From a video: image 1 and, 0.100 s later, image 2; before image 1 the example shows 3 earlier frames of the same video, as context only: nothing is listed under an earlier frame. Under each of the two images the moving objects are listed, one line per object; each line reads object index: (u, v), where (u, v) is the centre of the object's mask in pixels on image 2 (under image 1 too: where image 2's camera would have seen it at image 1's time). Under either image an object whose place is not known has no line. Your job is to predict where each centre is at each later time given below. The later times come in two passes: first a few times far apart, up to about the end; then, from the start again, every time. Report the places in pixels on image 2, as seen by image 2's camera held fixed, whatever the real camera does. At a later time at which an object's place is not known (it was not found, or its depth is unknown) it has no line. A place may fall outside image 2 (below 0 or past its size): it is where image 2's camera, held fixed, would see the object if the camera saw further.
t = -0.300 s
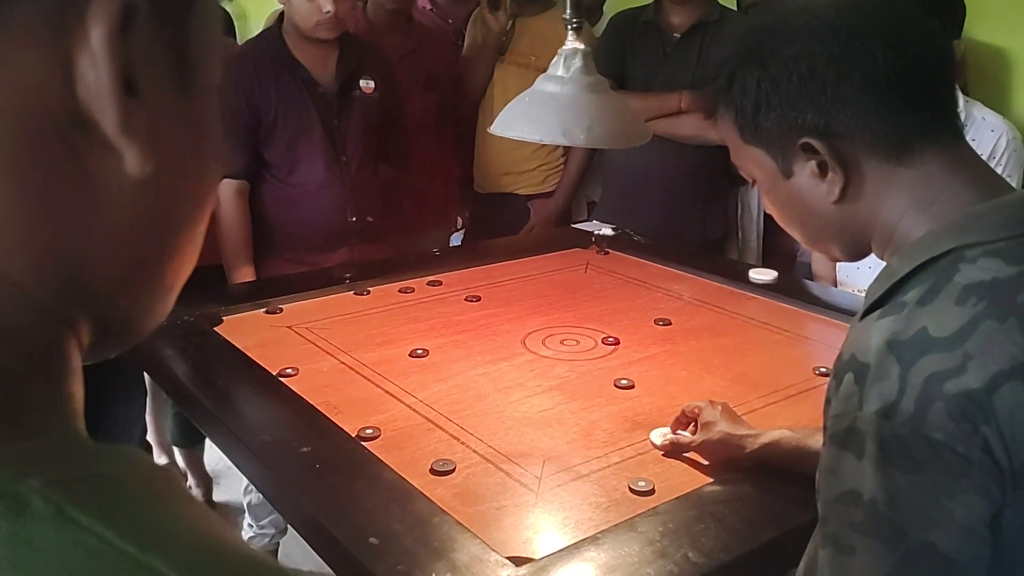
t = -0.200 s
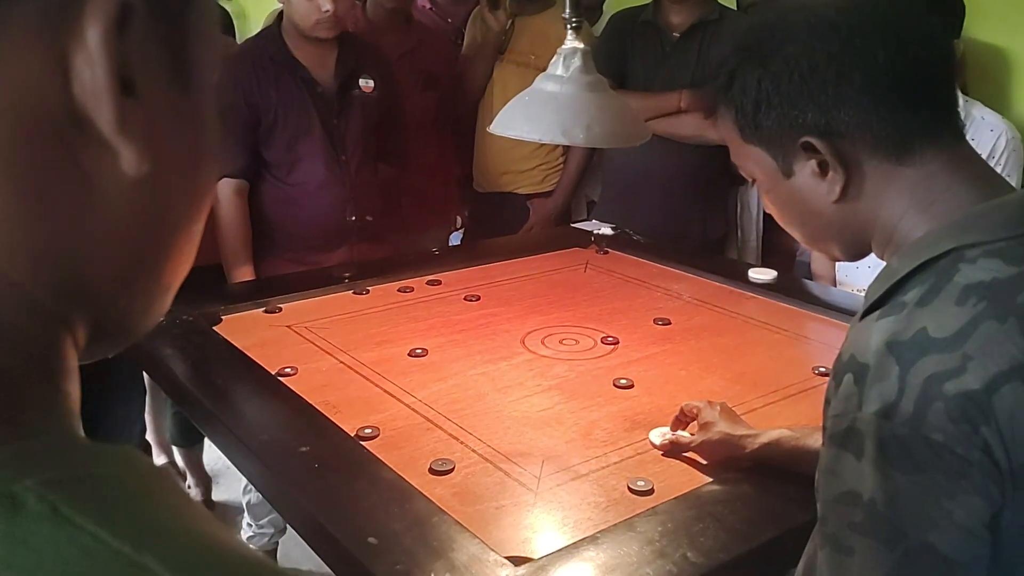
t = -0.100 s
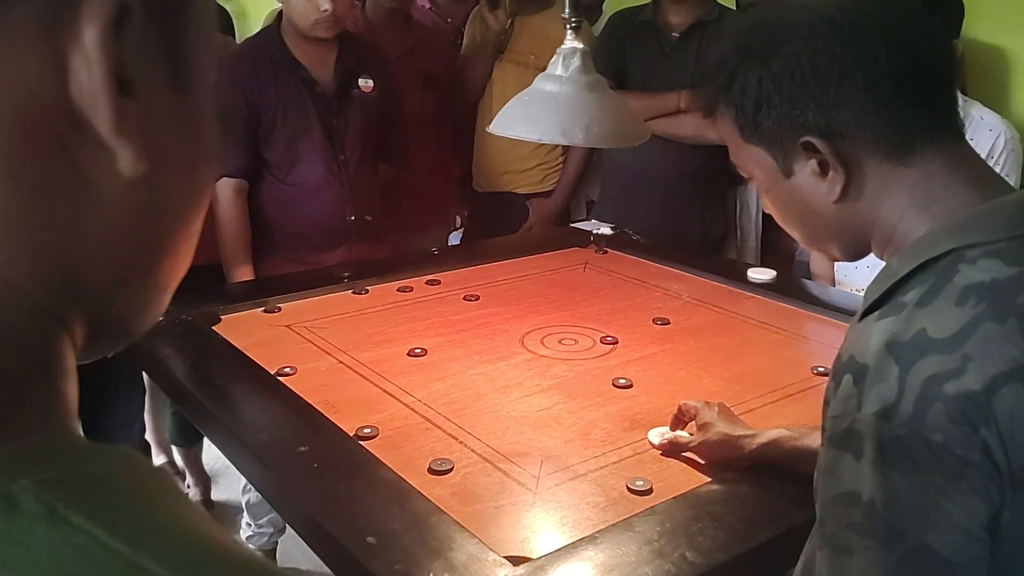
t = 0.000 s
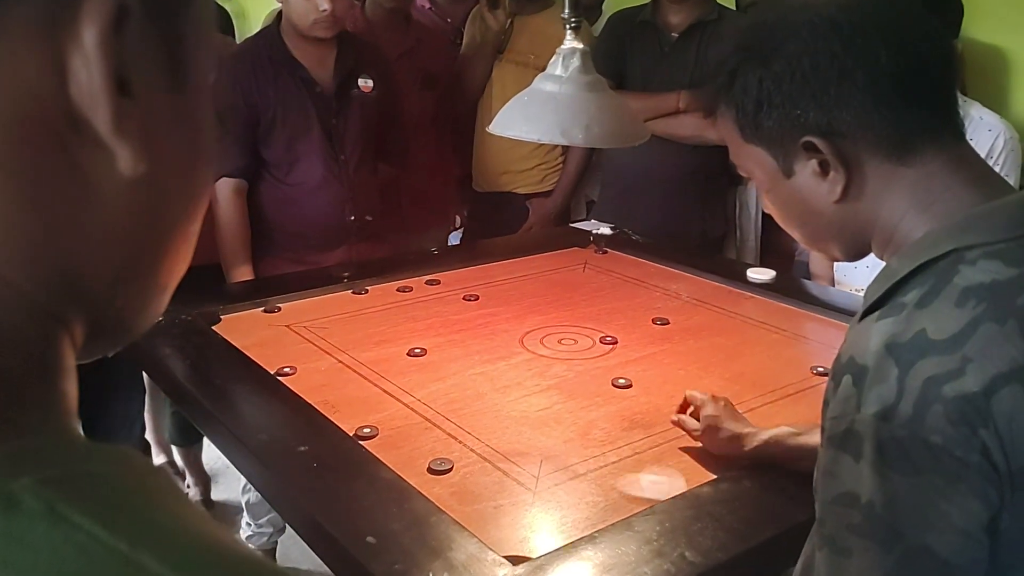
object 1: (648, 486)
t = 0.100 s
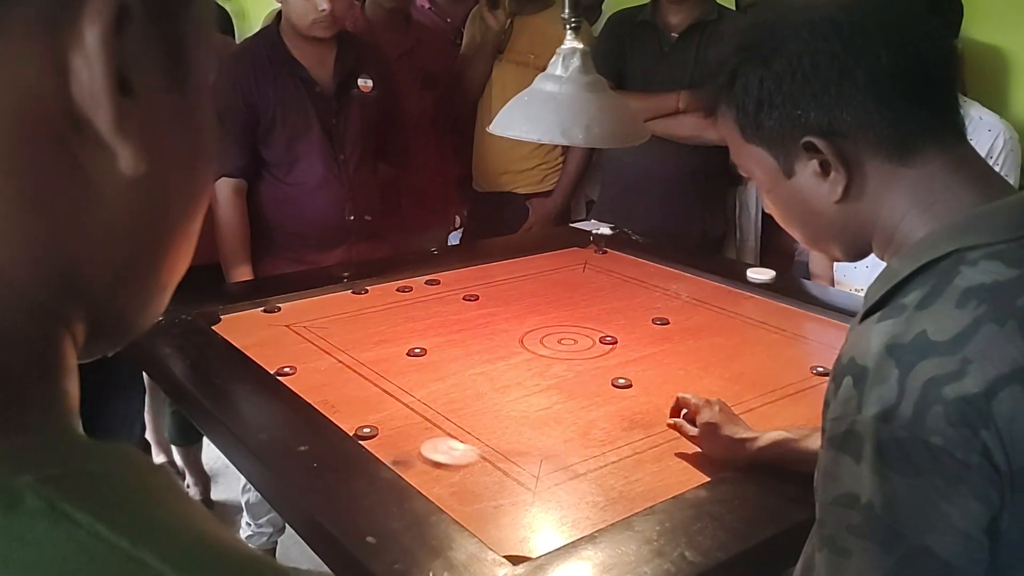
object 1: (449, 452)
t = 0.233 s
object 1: (451, 396)
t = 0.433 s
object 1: (482, 338)
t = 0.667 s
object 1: (508, 294)
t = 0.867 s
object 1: (526, 270)
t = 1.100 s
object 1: (556, 258)
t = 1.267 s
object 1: (575, 259)
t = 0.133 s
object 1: (434, 435)
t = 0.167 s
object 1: (438, 421)
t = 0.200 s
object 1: (445, 408)
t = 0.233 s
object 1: (451, 396)
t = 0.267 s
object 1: (457, 384)
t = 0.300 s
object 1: (463, 374)
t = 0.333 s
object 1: (468, 364)
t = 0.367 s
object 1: (473, 355)
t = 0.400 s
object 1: (478, 346)
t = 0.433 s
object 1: (482, 338)
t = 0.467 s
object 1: (486, 331)
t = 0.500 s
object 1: (490, 324)
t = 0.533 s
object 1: (494, 317)
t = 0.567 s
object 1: (497, 311)
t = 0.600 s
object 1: (501, 305)
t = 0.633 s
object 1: (504, 299)
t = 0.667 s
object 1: (508, 294)
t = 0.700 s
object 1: (511, 289)
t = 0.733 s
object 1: (514, 285)
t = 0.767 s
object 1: (517, 281)
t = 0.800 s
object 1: (520, 277)
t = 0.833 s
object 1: (523, 273)
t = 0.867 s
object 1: (526, 270)
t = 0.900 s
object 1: (529, 266)
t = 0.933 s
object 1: (531, 263)
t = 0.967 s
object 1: (533, 261)
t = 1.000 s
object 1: (535, 257)
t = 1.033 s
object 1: (542, 258)
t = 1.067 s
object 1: (550, 258)
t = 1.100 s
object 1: (556, 258)
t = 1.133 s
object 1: (562, 258)
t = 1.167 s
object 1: (567, 259)
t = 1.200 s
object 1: (570, 259)
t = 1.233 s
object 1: (573, 259)
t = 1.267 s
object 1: (575, 259)
